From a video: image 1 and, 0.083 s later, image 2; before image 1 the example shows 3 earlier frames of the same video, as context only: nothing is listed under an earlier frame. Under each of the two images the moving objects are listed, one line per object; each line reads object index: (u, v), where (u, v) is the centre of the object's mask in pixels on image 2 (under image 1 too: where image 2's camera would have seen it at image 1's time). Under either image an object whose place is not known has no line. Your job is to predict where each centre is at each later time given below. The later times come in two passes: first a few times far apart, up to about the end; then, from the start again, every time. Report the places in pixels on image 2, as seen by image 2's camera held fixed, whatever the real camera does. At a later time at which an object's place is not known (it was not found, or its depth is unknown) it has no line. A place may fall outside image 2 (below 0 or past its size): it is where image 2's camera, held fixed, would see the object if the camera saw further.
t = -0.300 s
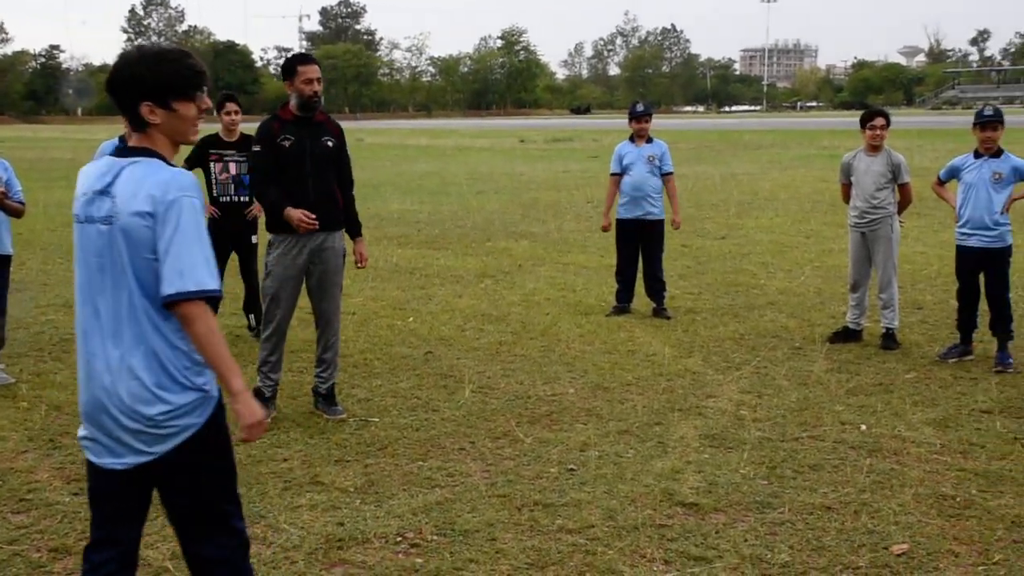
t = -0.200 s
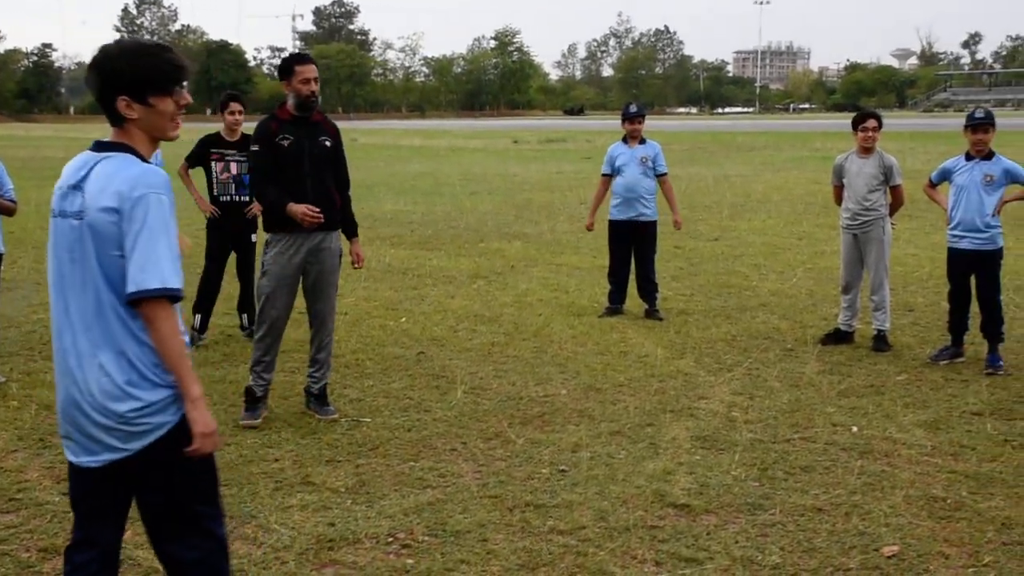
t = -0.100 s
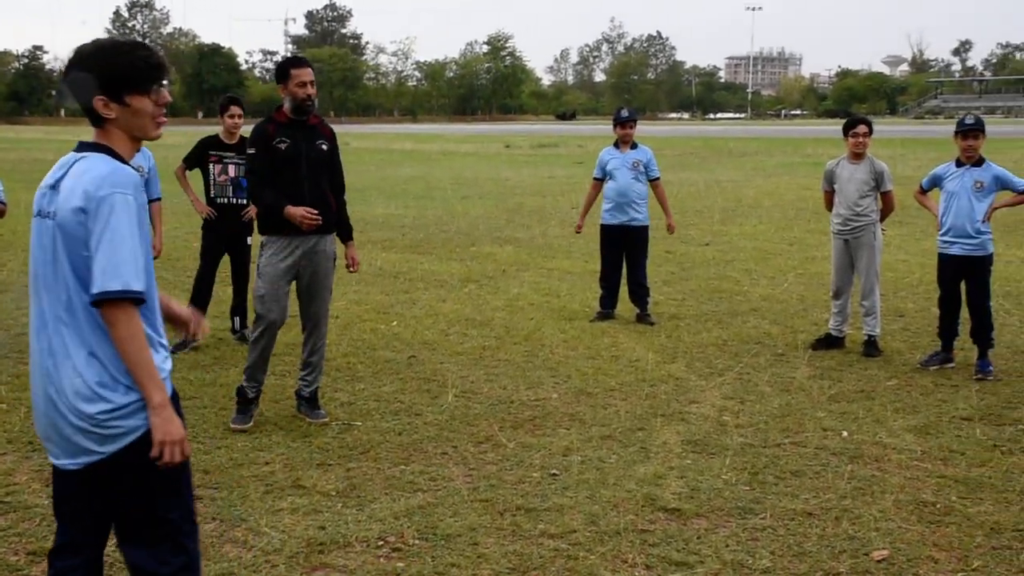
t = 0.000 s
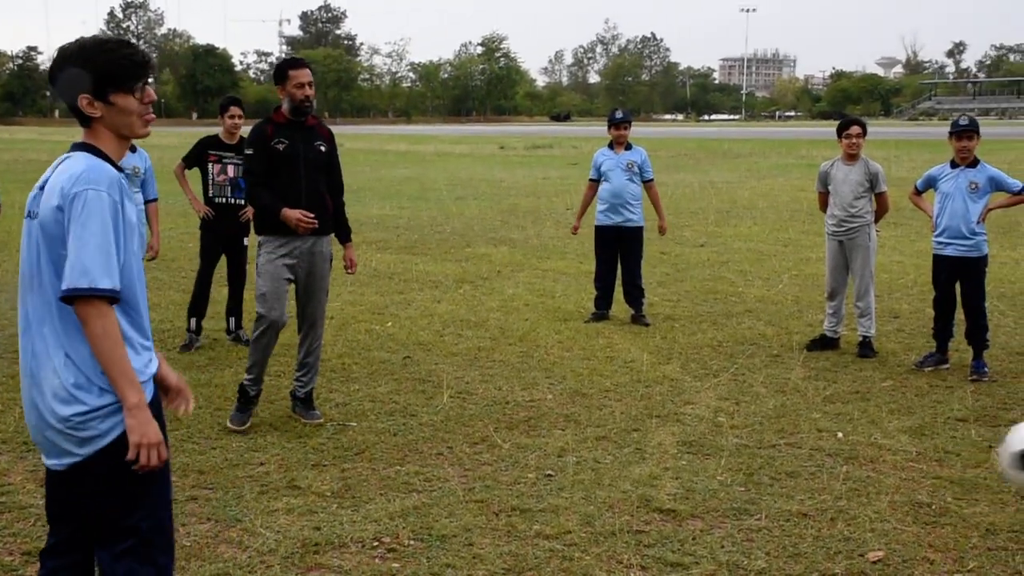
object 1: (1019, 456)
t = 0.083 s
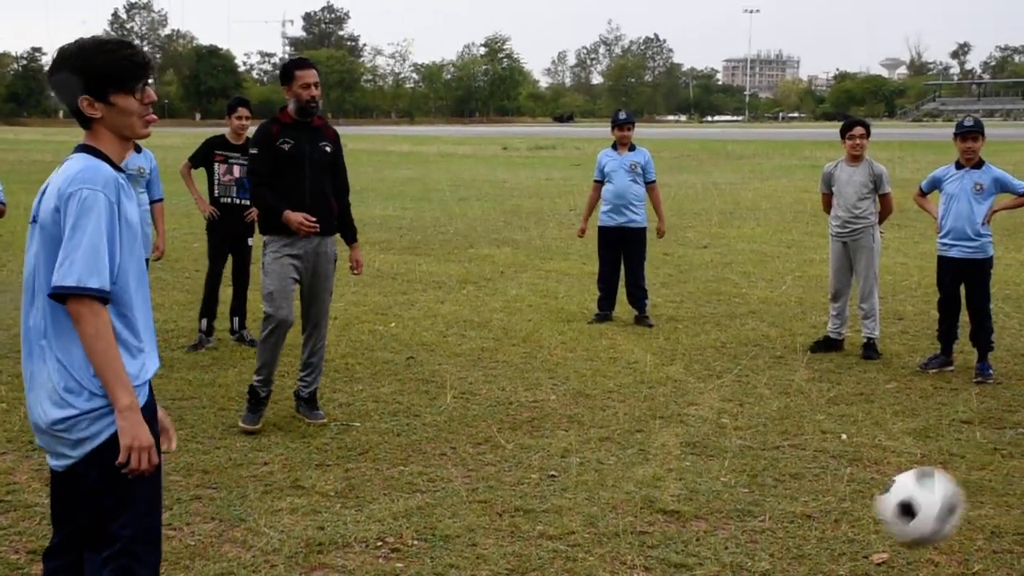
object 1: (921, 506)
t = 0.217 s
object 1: (797, 531)
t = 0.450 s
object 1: (761, 426)
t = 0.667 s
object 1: (732, 457)
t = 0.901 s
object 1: (706, 446)
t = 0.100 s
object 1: (897, 516)
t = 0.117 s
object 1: (874, 527)
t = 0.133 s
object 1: (853, 540)
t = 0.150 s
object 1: (832, 549)
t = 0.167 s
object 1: (812, 555)
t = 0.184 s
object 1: (801, 552)
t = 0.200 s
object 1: (799, 543)
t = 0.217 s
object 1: (797, 531)
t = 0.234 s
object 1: (796, 517)
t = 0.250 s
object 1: (794, 504)
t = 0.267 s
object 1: (791, 492)
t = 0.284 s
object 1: (787, 483)
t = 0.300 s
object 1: (784, 472)
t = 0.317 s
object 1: (782, 463)
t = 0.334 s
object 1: (779, 456)
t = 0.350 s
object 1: (776, 449)
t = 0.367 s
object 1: (773, 444)
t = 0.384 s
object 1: (770, 439)
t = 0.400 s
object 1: (768, 434)
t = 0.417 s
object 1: (765, 431)
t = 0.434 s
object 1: (763, 428)
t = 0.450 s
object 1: (761, 426)
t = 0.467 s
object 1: (760, 424)
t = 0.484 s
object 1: (758, 423)
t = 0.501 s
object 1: (756, 422)
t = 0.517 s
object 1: (755, 423)
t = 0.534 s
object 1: (753, 424)
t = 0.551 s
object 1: (751, 425)
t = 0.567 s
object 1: (749, 427)
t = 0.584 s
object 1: (746, 430)
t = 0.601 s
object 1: (744, 433)
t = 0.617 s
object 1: (741, 438)
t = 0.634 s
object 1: (738, 443)
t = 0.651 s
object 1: (736, 449)
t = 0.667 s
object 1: (732, 457)
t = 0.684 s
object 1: (730, 464)
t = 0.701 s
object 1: (727, 473)
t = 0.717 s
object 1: (725, 483)
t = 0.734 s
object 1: (722, 493)
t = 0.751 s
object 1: (720, 503)
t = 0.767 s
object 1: (718, 501)
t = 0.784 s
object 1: (716, 492)
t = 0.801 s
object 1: (715, 482)
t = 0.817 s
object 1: (714, 475)
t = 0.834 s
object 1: (712, 468)
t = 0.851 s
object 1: (711, 461)
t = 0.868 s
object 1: (709, 456)
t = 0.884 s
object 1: (708, 450)
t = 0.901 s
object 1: (706, 446)
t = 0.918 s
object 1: (704, 442)
